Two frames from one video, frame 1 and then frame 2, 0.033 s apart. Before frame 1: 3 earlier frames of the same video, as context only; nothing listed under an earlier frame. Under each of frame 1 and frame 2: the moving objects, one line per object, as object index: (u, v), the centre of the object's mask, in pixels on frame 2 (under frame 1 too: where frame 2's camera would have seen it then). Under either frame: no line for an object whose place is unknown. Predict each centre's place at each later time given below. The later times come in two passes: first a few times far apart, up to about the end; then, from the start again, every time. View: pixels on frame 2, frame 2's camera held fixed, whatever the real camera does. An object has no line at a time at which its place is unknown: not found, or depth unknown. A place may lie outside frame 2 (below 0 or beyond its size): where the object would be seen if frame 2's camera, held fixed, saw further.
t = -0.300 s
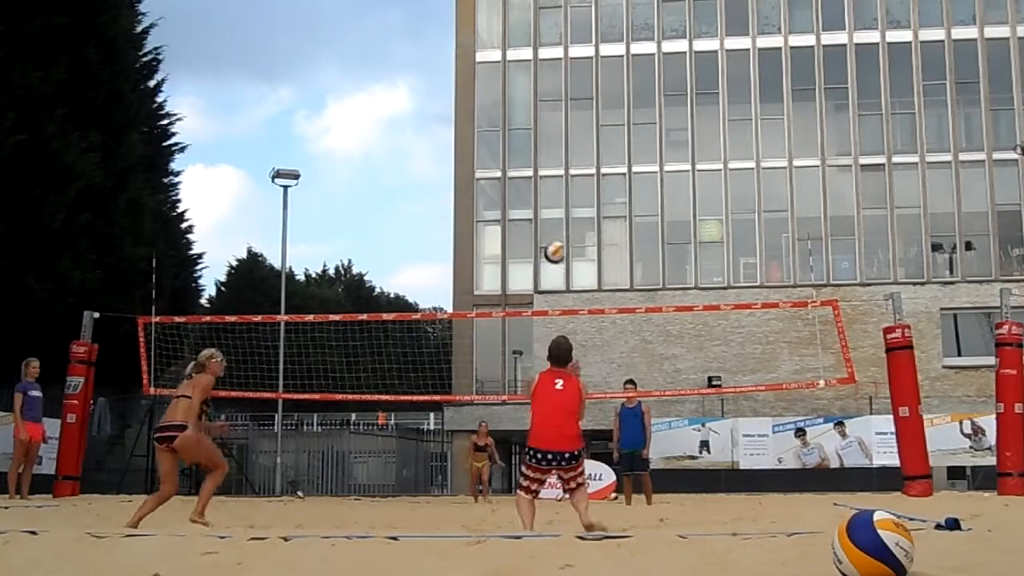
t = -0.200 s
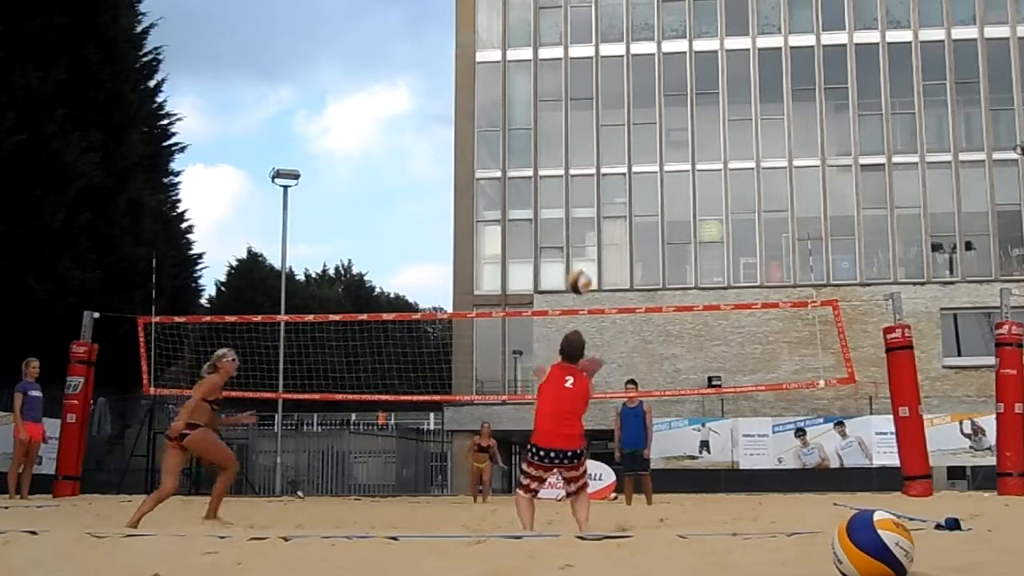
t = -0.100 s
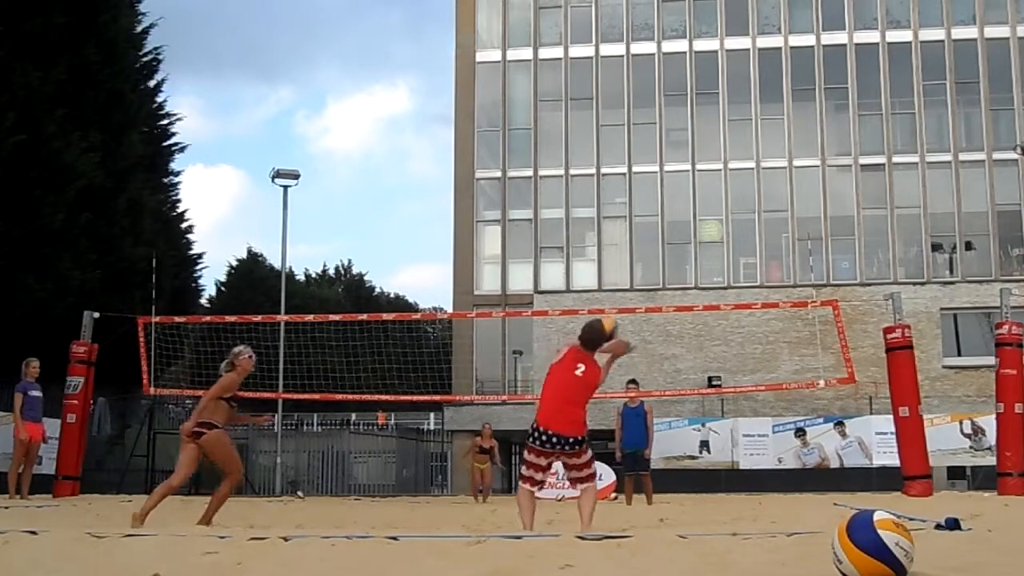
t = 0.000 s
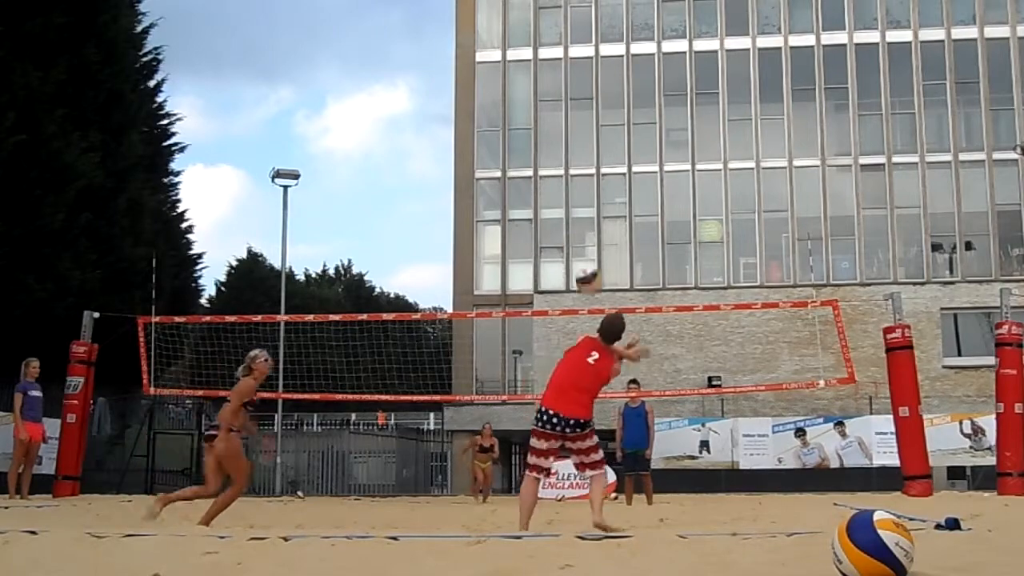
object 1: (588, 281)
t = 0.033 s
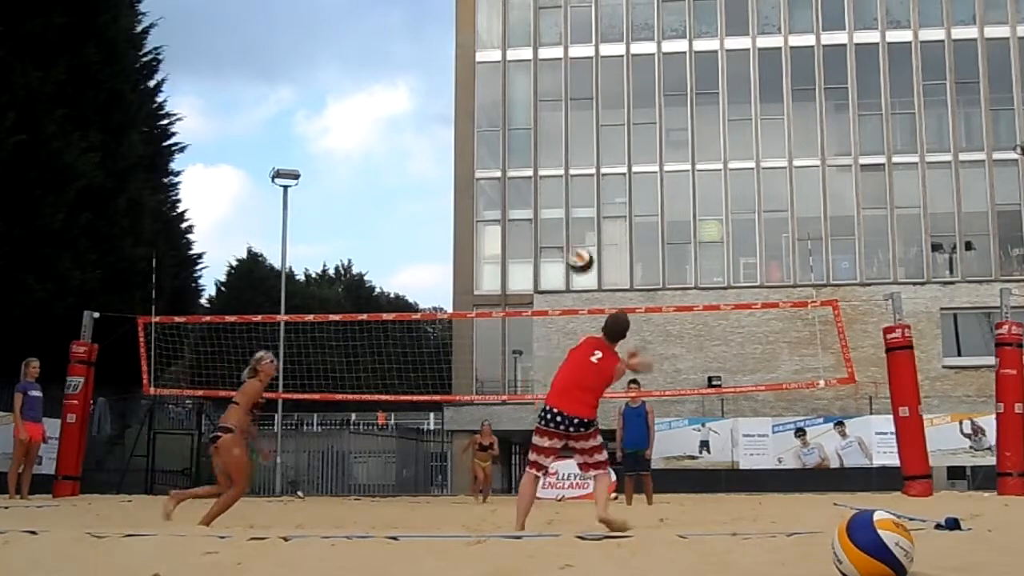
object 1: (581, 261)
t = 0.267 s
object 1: (525, 173)
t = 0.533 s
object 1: (471, 156)
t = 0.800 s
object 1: (422, 208)
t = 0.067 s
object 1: (572, 244)
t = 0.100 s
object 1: (564, 230)
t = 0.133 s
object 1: (555, 214)
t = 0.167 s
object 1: (550, 203)
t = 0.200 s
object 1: (540, 191)
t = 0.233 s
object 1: (532, 181)
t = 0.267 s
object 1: (525, 173)
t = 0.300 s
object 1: (519, 168)
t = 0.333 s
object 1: (512, 163)
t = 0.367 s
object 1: (504, 158)
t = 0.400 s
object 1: (497, 156)
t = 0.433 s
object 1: (490, 154)
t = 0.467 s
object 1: (483, 153)
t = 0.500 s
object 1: (477, 154)
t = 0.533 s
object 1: (471, 156)
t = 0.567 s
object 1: (465, 159)
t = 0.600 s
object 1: (458, 163)
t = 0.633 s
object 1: (451, 168)
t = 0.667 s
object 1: (446, 175)
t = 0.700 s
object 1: (439, 182)
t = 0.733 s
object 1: (434, 189)
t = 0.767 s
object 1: (428, 198)
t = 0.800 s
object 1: (422, 208)
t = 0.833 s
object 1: (416, 219)
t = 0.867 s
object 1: (410, 230)
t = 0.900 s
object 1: (404, 243)
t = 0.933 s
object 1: (398, 257)
